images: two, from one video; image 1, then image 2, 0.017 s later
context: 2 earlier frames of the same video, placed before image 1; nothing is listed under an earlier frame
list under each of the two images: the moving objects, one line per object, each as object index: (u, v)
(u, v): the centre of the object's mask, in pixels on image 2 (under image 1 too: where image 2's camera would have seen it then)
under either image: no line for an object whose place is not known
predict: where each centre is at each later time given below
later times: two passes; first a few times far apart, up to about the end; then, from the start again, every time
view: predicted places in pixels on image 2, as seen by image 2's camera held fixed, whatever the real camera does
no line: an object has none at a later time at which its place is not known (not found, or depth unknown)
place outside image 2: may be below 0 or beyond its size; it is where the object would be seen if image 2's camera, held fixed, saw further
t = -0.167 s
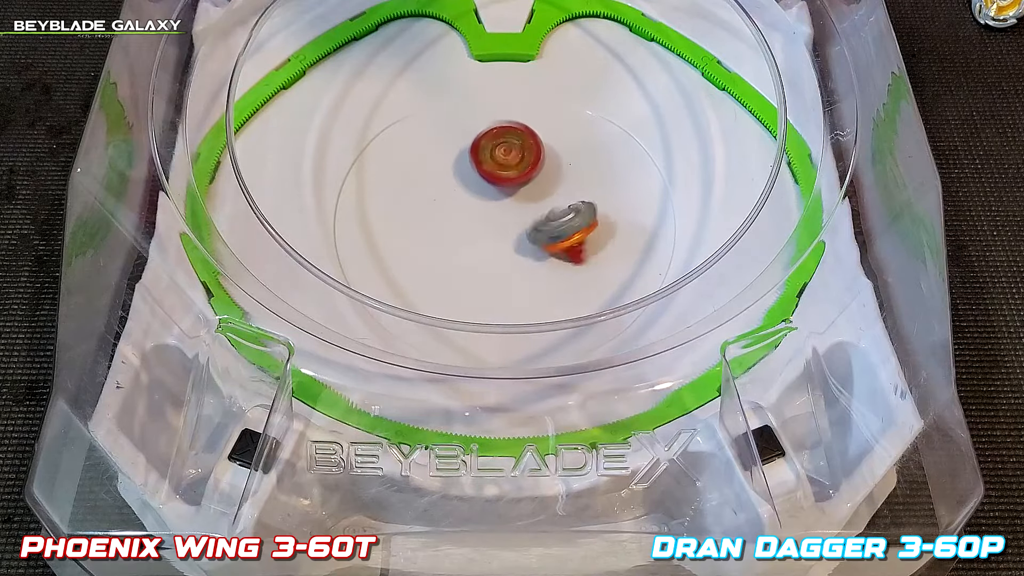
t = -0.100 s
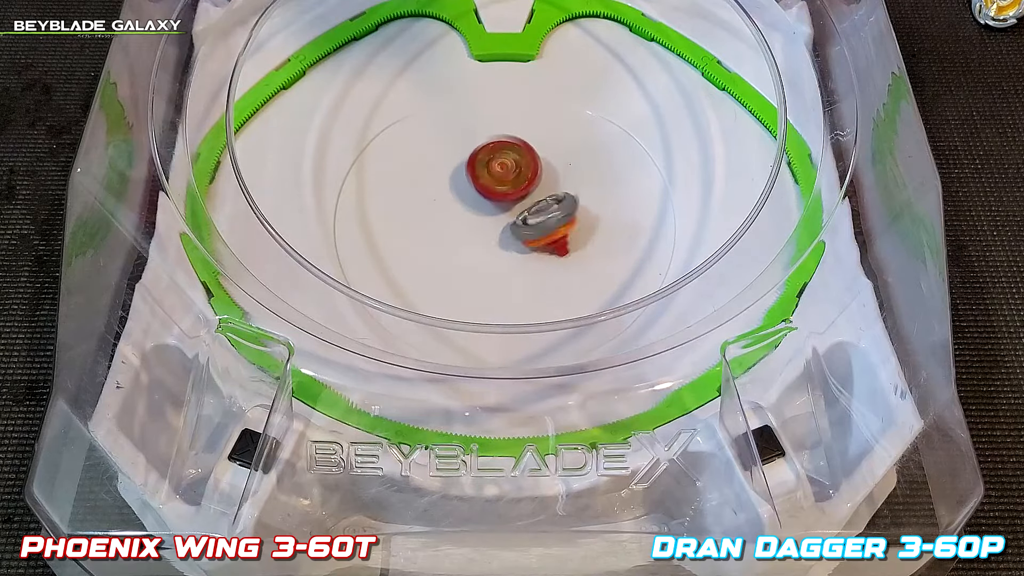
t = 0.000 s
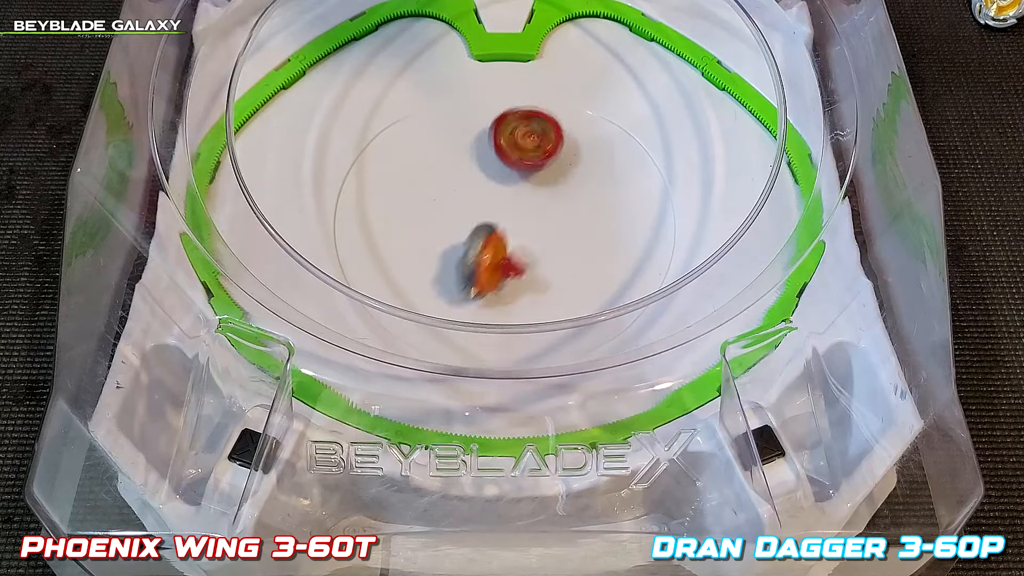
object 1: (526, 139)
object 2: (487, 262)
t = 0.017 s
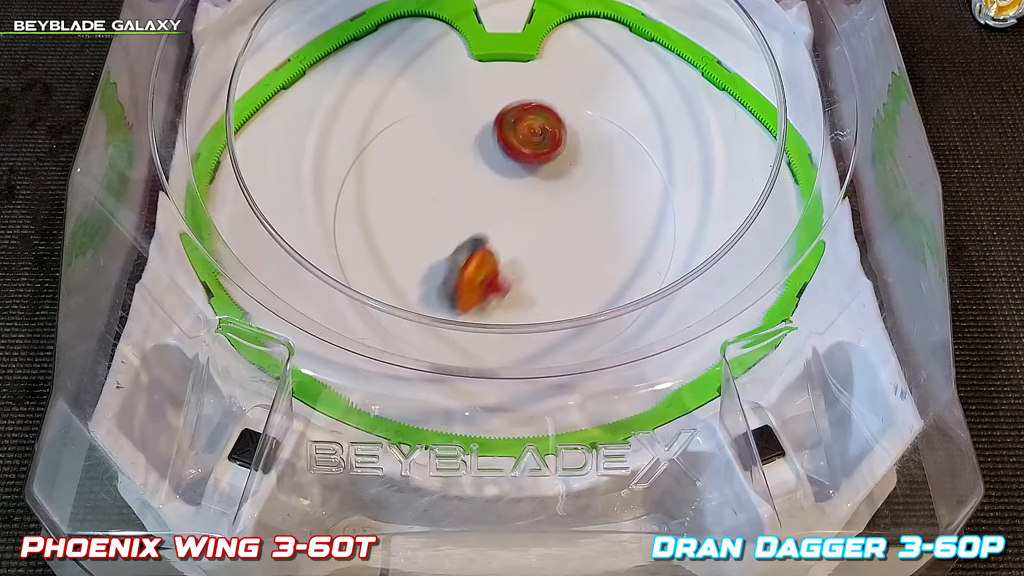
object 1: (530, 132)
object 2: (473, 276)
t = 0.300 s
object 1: (558, 105)
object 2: (399, 398)
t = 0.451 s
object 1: (558, 134)
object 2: (442, 358)
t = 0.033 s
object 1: (533, 128)
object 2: (461, 291)
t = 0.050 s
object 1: (535, 124)
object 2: (453, 294)
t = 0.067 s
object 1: (537, 121)
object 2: (444, 305)
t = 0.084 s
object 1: (538, 119)
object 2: (436, 318)
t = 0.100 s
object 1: (538, 117)
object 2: (429, 333)
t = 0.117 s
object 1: (539, 115)
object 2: (423, 344)
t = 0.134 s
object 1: (540, 113)
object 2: (413, 351)
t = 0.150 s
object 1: (541, 111)
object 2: (411, 358)
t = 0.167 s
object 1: (543, 109)
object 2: (406, 372)
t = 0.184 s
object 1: (546, 107)
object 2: (403, 382)
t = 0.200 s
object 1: (549, 105)
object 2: (401, 393)
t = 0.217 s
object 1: (552, 104)
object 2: (400, 394)
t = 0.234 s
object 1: (553, 103)
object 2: (399, 395)
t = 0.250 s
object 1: (554, 102)
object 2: (398, 396)
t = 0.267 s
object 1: (556, 103)
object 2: (398, 397)
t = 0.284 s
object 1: (557, 104)
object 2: (398, 398)
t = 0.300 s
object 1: (558, 105)
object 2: (399, 398)
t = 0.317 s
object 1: (559, 107)
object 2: (400, 398)
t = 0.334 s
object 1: (559, 109)
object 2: (403, 397)
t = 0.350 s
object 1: (560, 113)
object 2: (405, 397)
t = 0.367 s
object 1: (560, 115)
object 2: (409, 396)
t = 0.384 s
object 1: (560, 118)
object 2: (414, 387)
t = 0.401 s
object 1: (560, 122)
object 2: (423, 376)
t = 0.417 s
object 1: (560, 126)
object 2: (428, 373)
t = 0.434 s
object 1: (560, 131)
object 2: (436, 363)
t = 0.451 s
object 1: (558, 134)
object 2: (442, 358)
